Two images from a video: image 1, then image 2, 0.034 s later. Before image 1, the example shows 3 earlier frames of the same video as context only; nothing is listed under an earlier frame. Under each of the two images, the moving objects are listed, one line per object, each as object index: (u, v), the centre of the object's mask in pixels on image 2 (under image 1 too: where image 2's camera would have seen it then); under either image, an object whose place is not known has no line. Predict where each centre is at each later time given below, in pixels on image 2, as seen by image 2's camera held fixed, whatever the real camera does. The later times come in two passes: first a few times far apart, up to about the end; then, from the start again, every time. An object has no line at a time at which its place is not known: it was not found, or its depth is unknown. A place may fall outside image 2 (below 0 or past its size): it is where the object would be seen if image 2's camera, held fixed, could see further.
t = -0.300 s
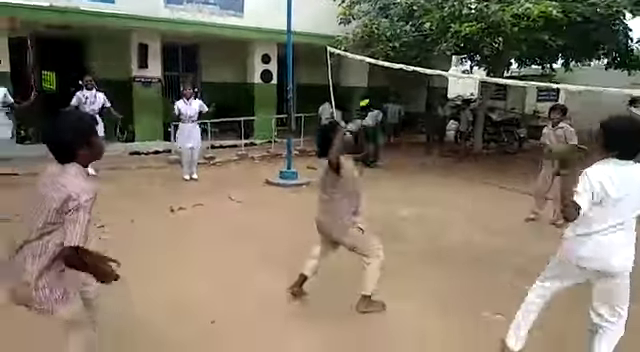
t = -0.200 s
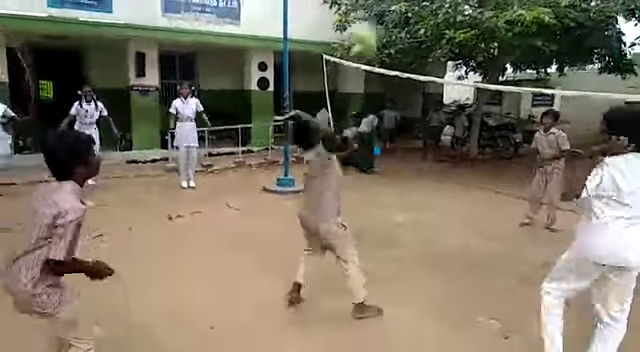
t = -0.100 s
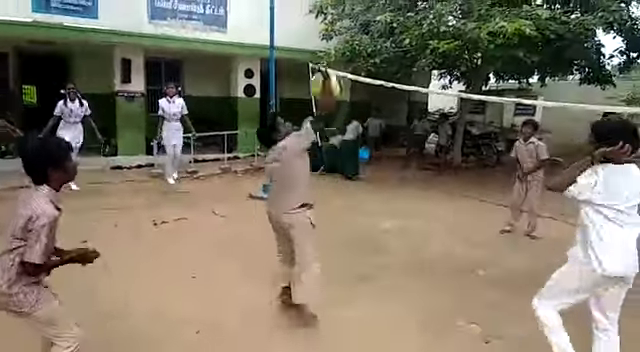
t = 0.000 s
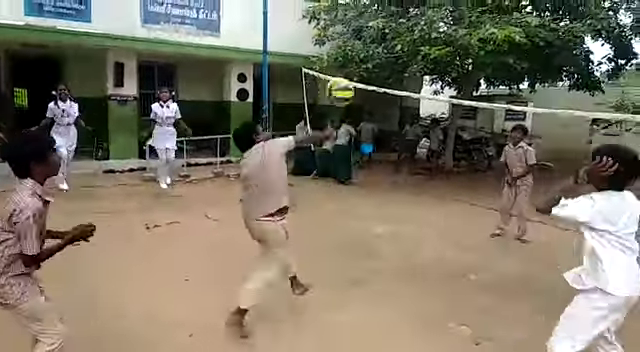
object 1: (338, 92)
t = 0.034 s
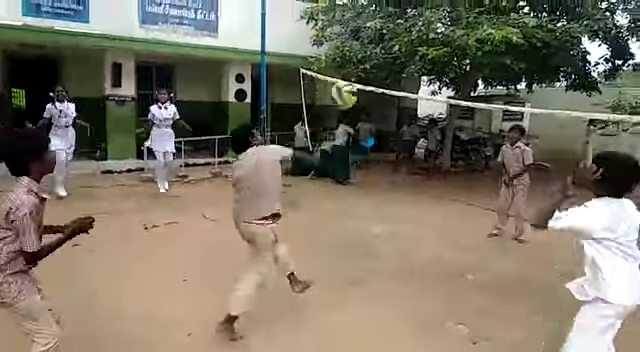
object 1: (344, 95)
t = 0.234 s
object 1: (367, 130)
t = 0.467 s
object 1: (383, 187)
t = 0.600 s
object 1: (381, 182)
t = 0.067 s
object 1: (349, 99)
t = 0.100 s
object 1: (353, 103)
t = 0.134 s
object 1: (357, 109)
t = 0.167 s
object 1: (361, 115)
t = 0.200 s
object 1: (365, 124)
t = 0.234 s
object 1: (367, 130)
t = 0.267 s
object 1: (371, 137)
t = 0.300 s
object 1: (374, 146)
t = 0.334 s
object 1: (376, 155)
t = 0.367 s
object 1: (378, 164)
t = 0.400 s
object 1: (379, 174)
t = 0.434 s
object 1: (382, 182)
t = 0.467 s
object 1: (383, 187)
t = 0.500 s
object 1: (383, 189)
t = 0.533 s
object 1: (383, 189)
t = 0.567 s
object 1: (383, 187)
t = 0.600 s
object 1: (381, 182)
